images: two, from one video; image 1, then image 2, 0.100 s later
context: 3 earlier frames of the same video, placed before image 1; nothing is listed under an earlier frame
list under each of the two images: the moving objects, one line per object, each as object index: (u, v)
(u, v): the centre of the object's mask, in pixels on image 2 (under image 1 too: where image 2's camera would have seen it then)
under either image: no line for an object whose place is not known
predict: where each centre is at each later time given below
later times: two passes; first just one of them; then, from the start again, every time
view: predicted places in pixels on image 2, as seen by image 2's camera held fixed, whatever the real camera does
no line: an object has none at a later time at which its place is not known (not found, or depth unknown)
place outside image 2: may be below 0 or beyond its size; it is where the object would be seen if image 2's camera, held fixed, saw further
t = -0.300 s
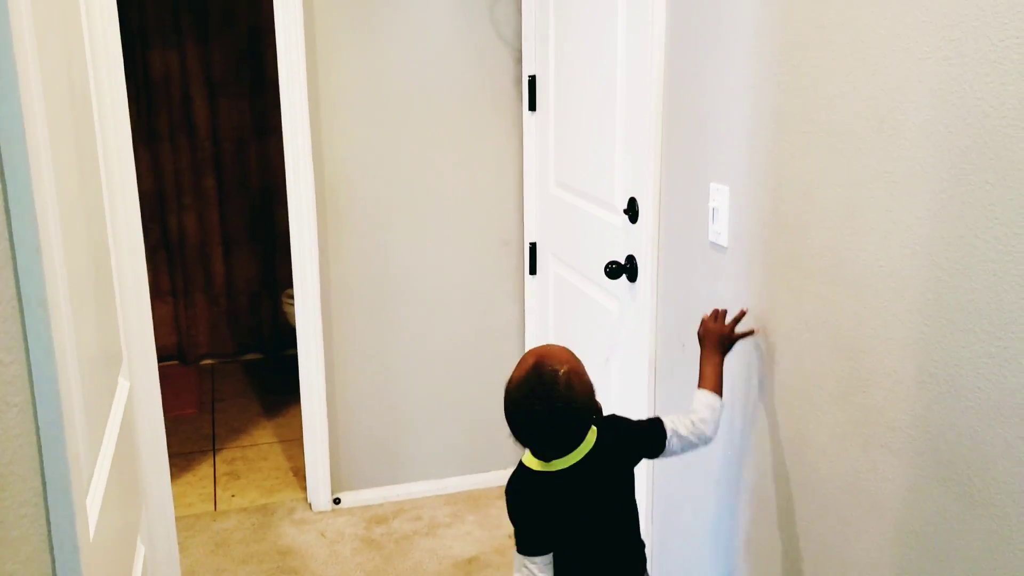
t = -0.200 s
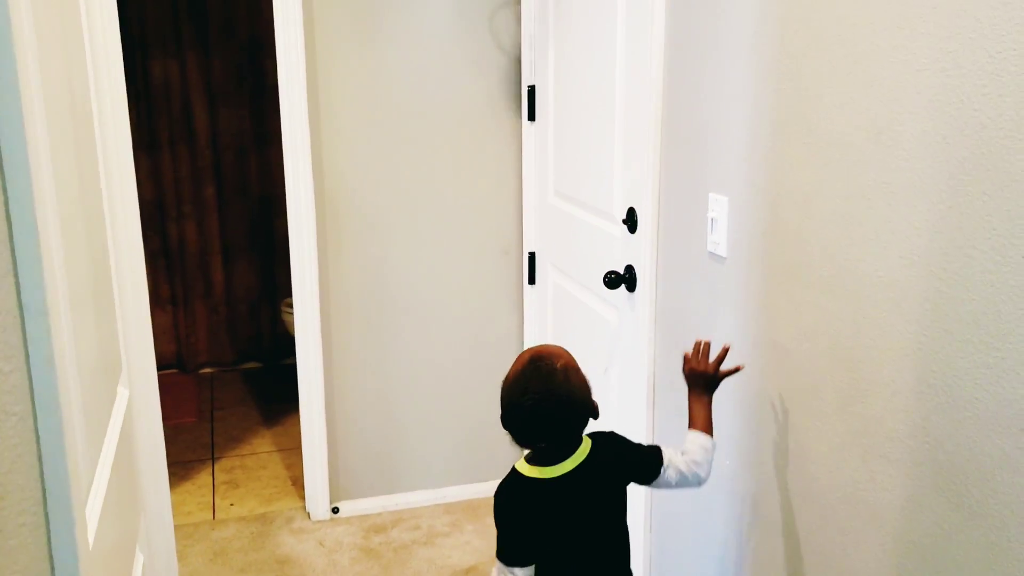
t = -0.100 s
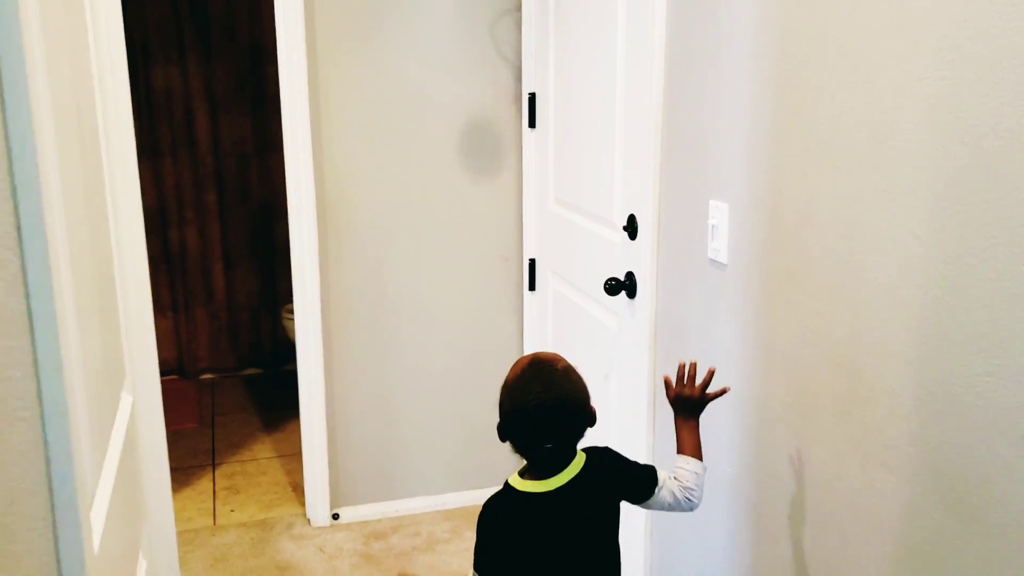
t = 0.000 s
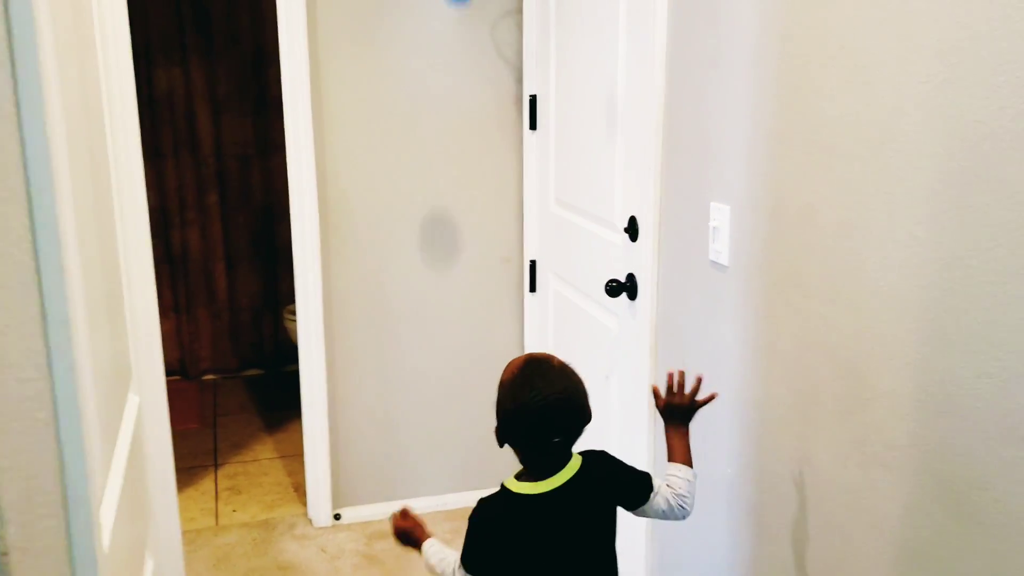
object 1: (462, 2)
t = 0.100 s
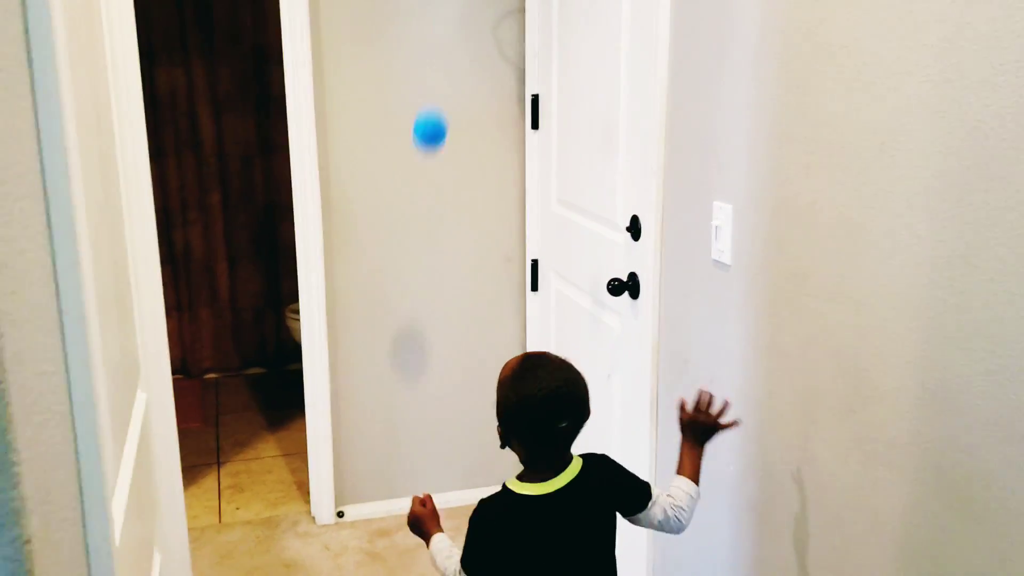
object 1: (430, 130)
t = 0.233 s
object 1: (395, 341)
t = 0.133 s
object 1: (420, 180)
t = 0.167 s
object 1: (413, 232)
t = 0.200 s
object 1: (405, 286)
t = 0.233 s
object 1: (395, 341)
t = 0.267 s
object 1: (384, 393)
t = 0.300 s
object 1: (377, 446)
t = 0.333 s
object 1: (370, 499)
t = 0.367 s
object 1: (361, 557)
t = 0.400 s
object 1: (360, 536)
